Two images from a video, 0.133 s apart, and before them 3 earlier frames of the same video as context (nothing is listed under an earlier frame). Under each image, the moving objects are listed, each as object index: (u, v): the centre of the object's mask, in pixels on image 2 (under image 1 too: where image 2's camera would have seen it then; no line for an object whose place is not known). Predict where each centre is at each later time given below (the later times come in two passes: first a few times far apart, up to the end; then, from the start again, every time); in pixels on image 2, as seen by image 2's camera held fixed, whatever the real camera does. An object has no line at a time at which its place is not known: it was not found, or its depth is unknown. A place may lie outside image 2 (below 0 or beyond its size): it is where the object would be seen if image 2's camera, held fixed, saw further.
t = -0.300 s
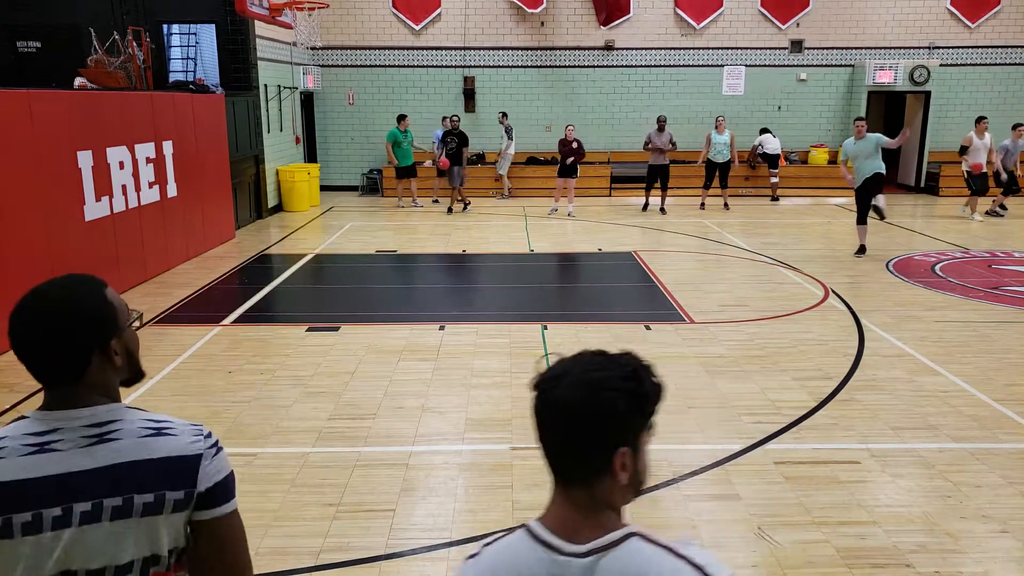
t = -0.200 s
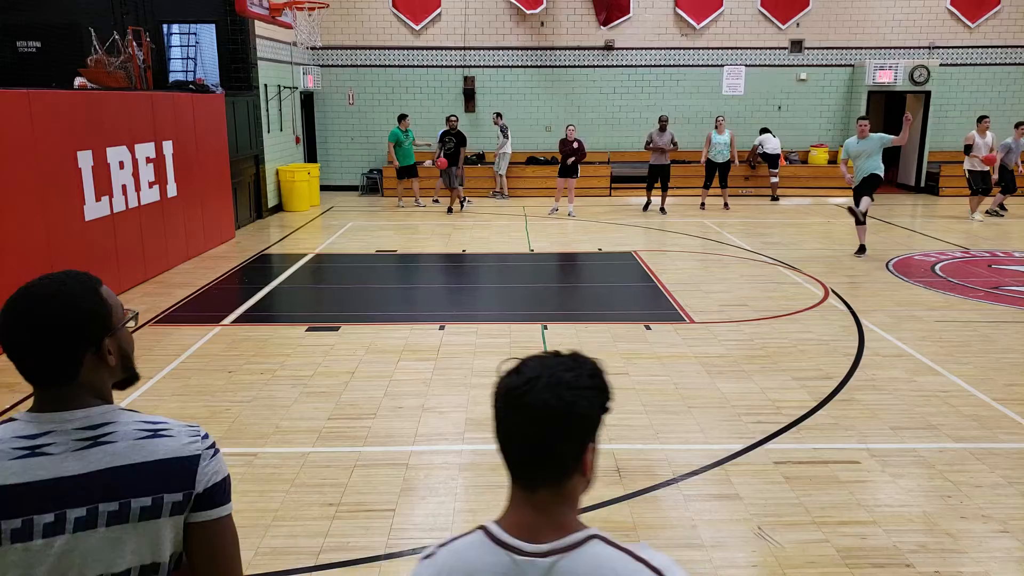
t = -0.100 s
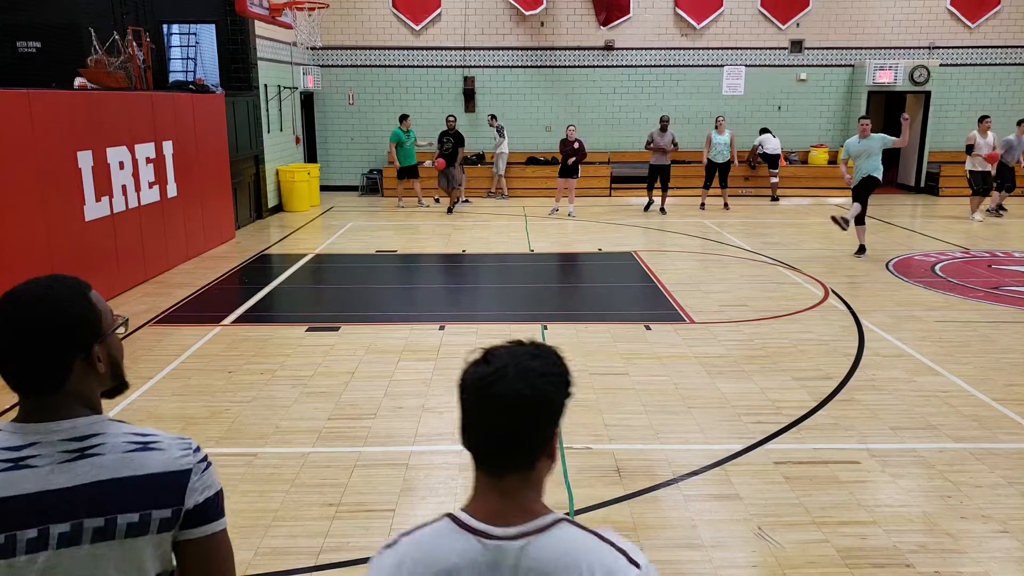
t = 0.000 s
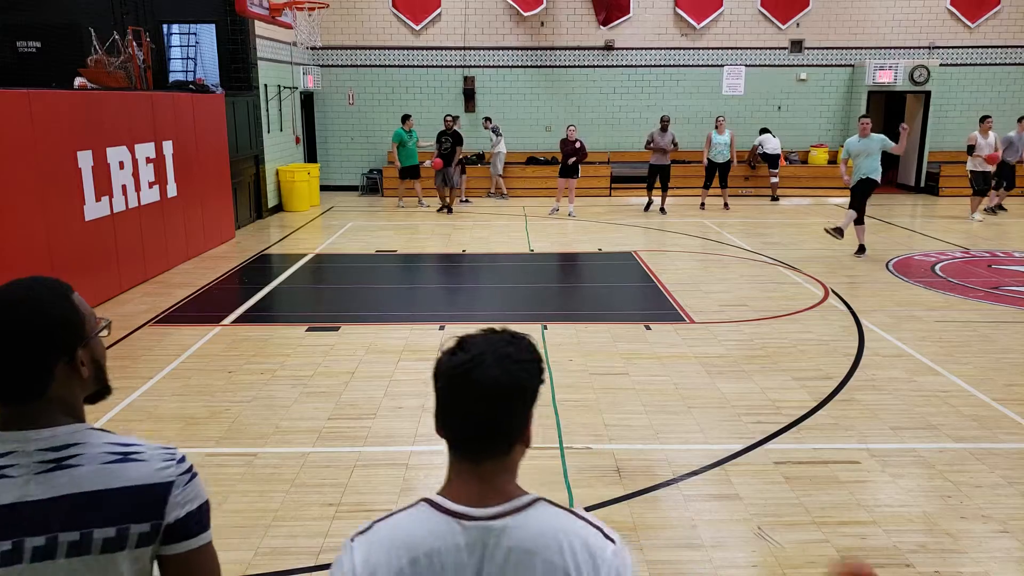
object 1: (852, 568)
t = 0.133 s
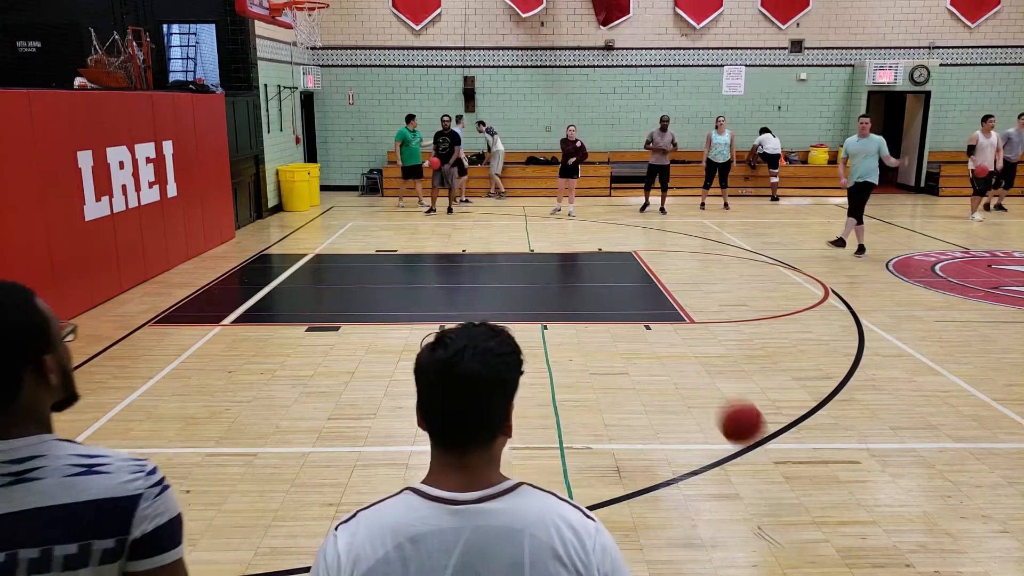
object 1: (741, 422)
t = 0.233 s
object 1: (676, 350)
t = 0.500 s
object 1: (560, 287)
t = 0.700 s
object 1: (507, 310)
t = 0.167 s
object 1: (718, 394)
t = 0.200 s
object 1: (696, 370)
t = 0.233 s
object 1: (676, 350)
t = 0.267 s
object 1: (657, 332)
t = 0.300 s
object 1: (639, 318)
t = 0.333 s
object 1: (623, 308)
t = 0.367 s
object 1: (609, 299)
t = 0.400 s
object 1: (596, 294)
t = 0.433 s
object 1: (582, 290)
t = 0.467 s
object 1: (571, 287)
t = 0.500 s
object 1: (560, 287)
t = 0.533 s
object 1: (549, 288)
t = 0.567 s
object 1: (540, 290)
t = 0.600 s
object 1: (530, 293)
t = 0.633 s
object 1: (522, 298)
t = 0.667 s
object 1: (514, 303)
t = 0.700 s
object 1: (507, 310)
